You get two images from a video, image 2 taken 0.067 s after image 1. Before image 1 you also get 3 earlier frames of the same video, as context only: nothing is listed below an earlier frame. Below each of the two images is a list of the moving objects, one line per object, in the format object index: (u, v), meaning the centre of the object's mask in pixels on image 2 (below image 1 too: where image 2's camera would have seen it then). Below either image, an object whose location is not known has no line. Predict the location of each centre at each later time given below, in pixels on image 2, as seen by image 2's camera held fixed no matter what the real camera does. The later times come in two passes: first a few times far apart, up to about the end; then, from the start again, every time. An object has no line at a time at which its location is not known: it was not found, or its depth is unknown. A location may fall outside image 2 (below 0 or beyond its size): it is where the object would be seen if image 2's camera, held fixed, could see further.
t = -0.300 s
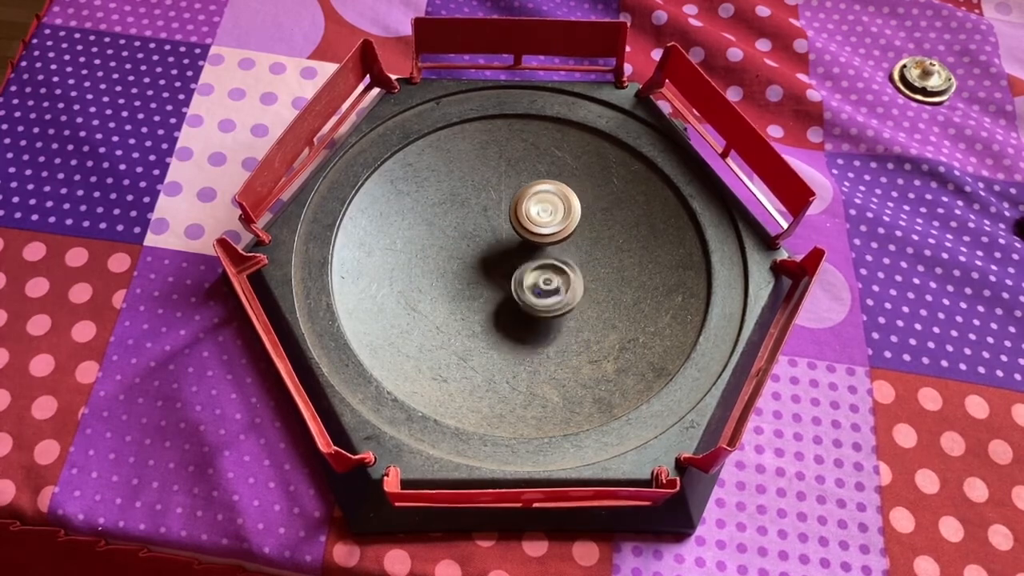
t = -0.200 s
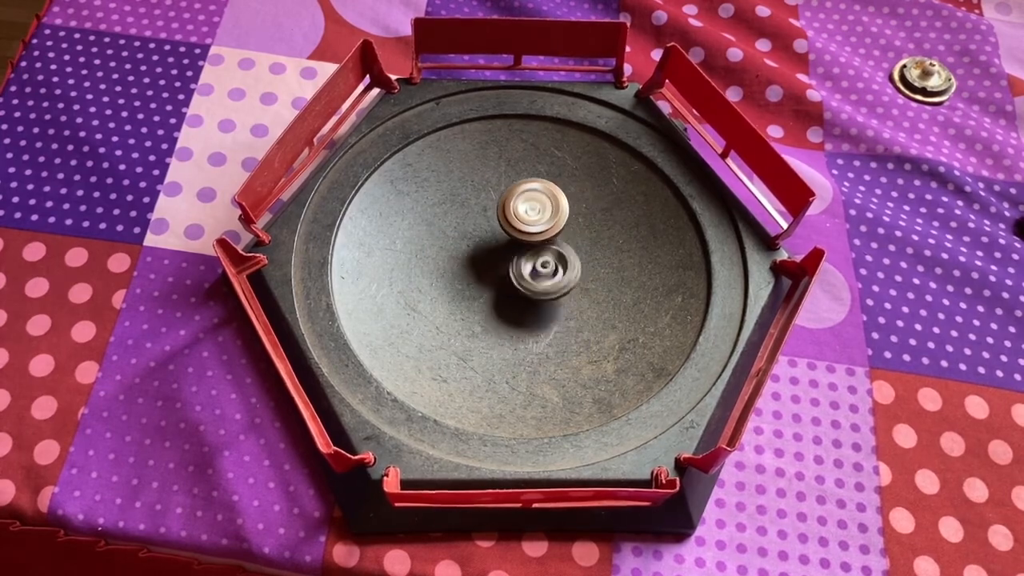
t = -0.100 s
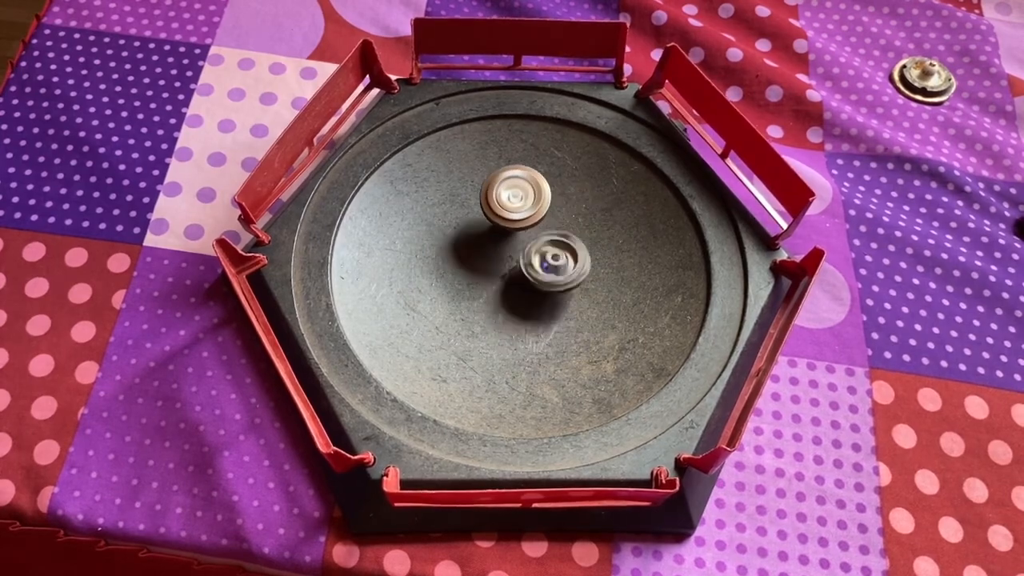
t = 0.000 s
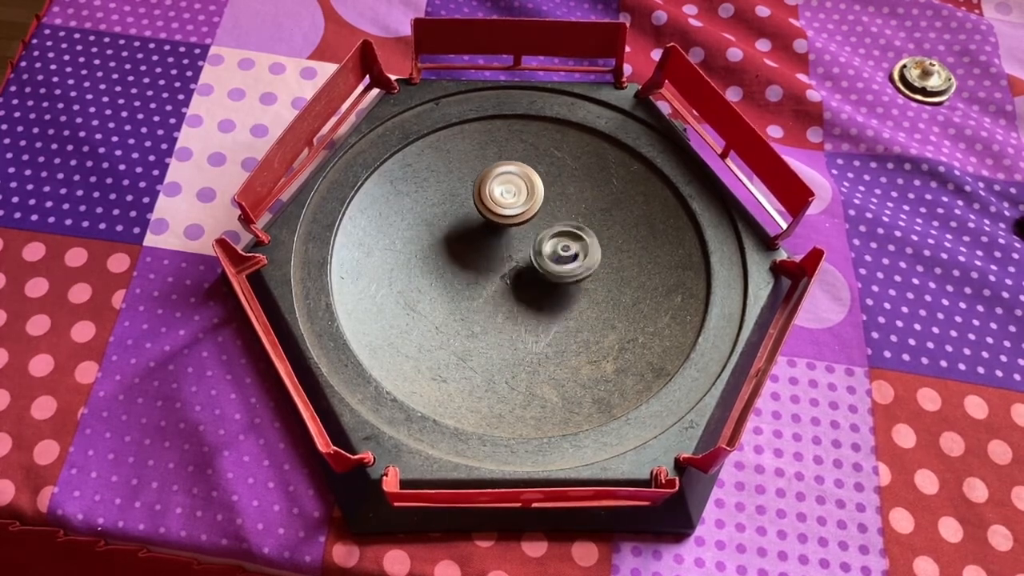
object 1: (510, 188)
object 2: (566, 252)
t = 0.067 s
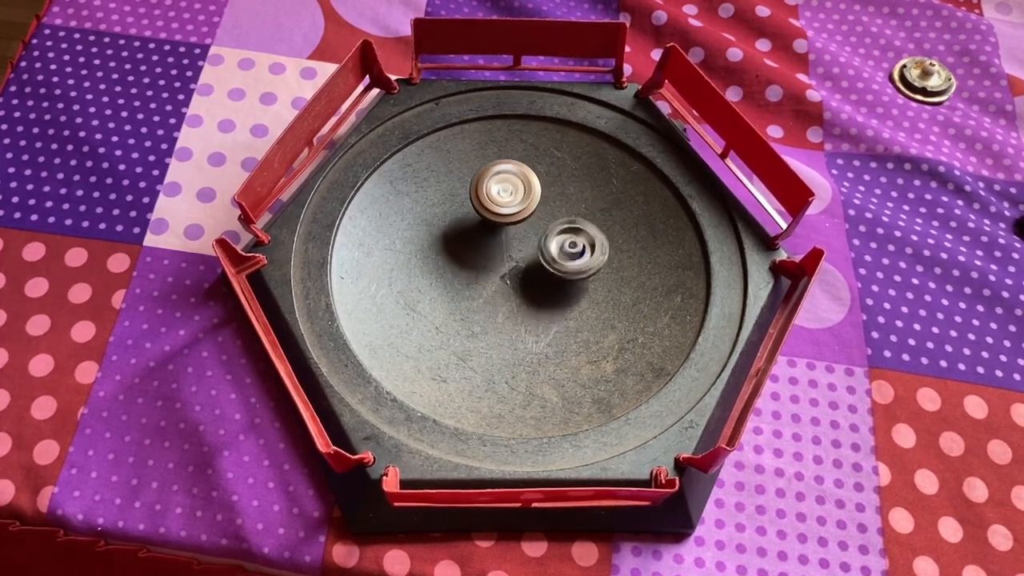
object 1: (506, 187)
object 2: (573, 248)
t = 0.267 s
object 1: (501, 191)
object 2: (580, 254)
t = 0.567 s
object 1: (486, 217)
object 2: (541, 251)
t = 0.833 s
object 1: (454, 241)
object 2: (528, 219)
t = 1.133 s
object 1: (463, 262)
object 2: (537, 222)
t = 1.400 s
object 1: (486, 284)
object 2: (523, 248)
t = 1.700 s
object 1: (522, 311)
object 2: (485, 272)
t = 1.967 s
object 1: (547, 313)
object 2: (474, 282)
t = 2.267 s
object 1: (574, 295)
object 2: (511, 280)
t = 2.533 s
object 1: (612, 268)
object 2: (546, 292)
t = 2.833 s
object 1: (621, 245)
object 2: (569, 298)
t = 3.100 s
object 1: (596, 218)
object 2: (561, 279)
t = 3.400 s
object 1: (563, 181)
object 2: (555, 250)
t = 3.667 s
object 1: (532, 163)
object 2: (551, 226)
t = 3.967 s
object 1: (499, 171)
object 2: (546, 222)
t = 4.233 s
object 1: (459, 206)
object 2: (526, 232)
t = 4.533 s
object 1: (422, 229)
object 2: (513, 251)
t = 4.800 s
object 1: (445, 264)
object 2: (517, 268)
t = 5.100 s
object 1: (493, 313)
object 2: (543, 279)
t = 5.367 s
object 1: (538, 334)
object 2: (562, 267)
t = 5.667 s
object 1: (579, 318)
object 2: (563, 250)
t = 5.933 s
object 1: (605, 281)
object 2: (544, 251)
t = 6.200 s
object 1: (616, 238)
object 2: (530, 262)
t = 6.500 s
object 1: (598, 201)
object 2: (540, 271)
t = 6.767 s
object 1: (560, 178)
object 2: (559, 267)
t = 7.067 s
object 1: (510, 168)
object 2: (565, 254)
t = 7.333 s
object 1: (473, 184)
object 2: (552, 250)
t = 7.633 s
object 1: (440, 222)
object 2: (532, 255)
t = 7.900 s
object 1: (435, 259)
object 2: (530, 262)
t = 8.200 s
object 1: (469, 298)
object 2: (543, 269)
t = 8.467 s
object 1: (521, 325)
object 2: (559, 265)
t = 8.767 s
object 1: (572, 323)
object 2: (561, 260)
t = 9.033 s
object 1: (606, 297)
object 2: (546, 254)
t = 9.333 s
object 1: (611, 252)
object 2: (535, 245)
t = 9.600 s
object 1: (599, 209)
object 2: (530, 247)
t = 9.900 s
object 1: (562, 177)
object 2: (530, 252)
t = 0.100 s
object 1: (506, 187)
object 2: (576, 248)
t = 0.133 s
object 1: (504, 187)
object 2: (579, 248)
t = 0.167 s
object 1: (503, 187)
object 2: (580, 249)
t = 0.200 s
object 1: (503, 188)
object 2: (582, 250)
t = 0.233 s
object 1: (502, 189)
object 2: (581, 252)
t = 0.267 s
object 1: (501, 191)
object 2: (580, 254)
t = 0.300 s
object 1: (500, 193)
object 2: (576, 255)
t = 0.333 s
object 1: (498, 195)
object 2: (574, 256)
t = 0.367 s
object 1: (497, 198)
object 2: (569, 257)
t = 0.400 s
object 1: (495, 201)
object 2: (564, 257)
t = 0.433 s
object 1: (493, 204)
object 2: (560, 257)
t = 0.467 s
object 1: (492, 207)
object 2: (555, 256)
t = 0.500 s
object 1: (490, 210)
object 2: (549, 254)
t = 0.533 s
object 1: (487, 215)
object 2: (545, 253)
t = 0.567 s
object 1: (486, 217)
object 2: (541, 251)
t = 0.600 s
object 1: (481, 222)
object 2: (539, 247)
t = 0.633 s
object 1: (473, 226)
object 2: (538, 243)
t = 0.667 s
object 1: (468, 229)
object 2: (536, 239)
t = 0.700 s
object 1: (463, 232)
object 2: (533, 234)
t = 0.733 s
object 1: (459, 236)
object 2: (531, 230)
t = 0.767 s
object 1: (458, 236)
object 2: (529, 226)
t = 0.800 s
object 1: (455, 240)
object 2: (529, 222)
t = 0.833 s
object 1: (454, 241)
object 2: (528, 219)
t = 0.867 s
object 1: (454, 243)
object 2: (529, 216)
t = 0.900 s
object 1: (453, 245)
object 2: (529, 214)
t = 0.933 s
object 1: (454, 246)
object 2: (530, 213)
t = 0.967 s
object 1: (455, 249)
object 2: (531, 213)
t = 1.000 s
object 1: (454, 252)
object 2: (533, 212)
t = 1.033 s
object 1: (457, 254)
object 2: (534, 213)
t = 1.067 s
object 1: (458, 256)
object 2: (536, 215)
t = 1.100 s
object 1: (460, 259)
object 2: (537, 219)
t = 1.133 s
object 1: (463, 262)
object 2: (537, 222)
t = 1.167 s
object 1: (464, 264)
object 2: (537, 226)
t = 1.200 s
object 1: (467, 267)
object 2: (536, 230)
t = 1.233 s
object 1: (470, 271)
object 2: (534, 235)
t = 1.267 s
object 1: (473, 273)
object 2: (532, 239)
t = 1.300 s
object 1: (476, 276)
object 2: (530, 243)
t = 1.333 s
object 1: (479, 279)
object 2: (528, 248)
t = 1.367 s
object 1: (482, 282)
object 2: (526, 247)
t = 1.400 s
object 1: (486, 284)
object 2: (523, 248)
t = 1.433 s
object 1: (490, 286)
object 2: (520, 250)
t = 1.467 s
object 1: (495, 289)
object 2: (519, 252)
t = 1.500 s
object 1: (500, 295)
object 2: (514, 253)
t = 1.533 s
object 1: (504, 299)
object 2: (509, 256)
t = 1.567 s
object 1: (507, 303)
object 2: (504, 258)
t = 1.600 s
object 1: (511, 305)
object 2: (499, 261)
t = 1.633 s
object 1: (515, 307)
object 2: (494, 265)
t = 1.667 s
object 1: (519, 309)
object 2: (489, 269)
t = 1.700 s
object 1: (522, 311)
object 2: (485, 272)
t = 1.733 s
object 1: (525, 312)
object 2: (482, 276)
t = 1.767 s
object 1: (530, 313)
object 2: (479, 279)
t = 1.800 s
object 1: (532, 314)
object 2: (477, 281)
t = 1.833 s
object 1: (535, 314)
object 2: (475, 283)
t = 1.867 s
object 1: (539, 315)
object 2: (474, 283)
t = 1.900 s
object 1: (542, 314)
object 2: (473, 283)
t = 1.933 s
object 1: (544, 314)
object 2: (474, 281)
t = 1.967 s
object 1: (547, 313)
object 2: (474, 282)
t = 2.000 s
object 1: (550, 312)
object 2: (476, 280)
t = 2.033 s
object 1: (554, 310)
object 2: (480, 280)
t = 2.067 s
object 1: (557, 309)
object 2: (483, 280)
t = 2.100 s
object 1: (560, 307)
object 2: (487, 279)
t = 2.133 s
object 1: (563, 305)
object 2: (493, 279)
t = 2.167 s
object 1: (565, 303)
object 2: (497, 279)
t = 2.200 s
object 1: (569, 300)
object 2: (502, 280)
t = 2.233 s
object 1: (571, 298)
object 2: (506, 279)
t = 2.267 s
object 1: (574, 295)
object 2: (511, 280)
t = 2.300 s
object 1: (577, 291)
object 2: (515, 280)
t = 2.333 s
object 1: (583, 288)
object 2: (519, 281)
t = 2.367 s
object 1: (588, 284)
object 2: (524, 281)
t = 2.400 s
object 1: (594, 280)
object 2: (528, 284)
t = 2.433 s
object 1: (599, 277)
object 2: (533, 286)
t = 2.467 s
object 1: (604, 274)
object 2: (538, 288)
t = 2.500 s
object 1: (607, 271)
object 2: (542, 289)
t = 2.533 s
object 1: (612, 268)
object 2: (546, 292)
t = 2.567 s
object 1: (615, 265)
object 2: (550, 293)
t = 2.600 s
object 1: (617, 263)
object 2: (554, 294)
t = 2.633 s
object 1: (620, 260)
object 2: (559, 296)
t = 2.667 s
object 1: (622, 257)
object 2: (561, 297)
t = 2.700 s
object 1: (623, 255)
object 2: (564, 297)
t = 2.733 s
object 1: (623, 253)
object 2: (566, 298)
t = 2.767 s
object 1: (622, 251)
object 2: (568, 298)
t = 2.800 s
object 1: (622, 248)
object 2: (569, 298)
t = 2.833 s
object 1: (621, 245)
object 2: (569, 298)
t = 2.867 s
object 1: (618, 243)
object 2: (569, 296)
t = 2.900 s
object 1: (615, 240)
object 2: (569, 296)
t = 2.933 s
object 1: (613, 237)
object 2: (568, 293)
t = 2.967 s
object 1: (609, 233)
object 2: (566, 292)
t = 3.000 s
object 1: (606, 230)
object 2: (565, 289)
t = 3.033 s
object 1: (602, 227)
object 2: (563, 286)
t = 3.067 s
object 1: (598, 222)
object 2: (562, 283)
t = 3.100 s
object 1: (596, 218)
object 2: (561, 279)
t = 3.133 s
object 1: (593, 213)
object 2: (560, 275)
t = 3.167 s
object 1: (589, 208)
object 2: (559, 274)
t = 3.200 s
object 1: (585, 203)
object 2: (559, 270)
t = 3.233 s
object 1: (582, 199)
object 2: (559, 266)
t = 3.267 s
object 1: (579, 194)
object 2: (558, 264)
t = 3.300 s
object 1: (575, 191)
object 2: (558, 260)
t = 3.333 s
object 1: (572, 187)
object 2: (557, 255)
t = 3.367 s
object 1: (568, 184)
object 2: (555, 253)
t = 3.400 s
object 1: (563, 181)
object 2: (555, 250)
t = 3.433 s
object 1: (560, 178)
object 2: (554, 245)
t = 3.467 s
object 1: (556, 175)
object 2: (551, 243)
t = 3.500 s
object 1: (552, 172)
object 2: (551, 240)
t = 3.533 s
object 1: (548, 170)
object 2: (550, 237)
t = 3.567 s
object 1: (544, 168)
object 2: (549, 234)
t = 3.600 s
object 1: (539, 166)
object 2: (549, 231)
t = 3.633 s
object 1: (535, 164)
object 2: (550, 229)
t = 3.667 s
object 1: (532, 163)
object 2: (551, 226)
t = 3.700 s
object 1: (530, 162)
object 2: (551, 225)
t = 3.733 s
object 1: (526, 161)
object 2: (550, 223)
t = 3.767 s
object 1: (523, 160)
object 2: (550, 221)
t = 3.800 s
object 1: (519, 160)
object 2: (550, 220)
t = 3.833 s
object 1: (516, 162)
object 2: (550, 219)
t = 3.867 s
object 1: (512, 164)
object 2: (549, 219)
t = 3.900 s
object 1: (508, 166)
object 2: (548, 220)
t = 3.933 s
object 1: (504, 168)
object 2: (547, 222)
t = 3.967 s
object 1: (499, 171)
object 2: (546, 222)
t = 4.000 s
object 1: (495, 175)
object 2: (543, 219)
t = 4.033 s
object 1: (491, 179)
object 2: (542, 222)
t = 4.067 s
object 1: (486, 183)
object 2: (540, 223)
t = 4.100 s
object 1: (480, 189)
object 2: (537, 224)
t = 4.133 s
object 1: (475, 193)
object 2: (536, 230)
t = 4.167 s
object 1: (470, 198)
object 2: (534, 230)
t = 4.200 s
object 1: (464, 201)
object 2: (529, 226)
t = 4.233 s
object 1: (459, 206)
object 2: (526, 232)
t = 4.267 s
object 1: (452, 210)
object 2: (524, 230)
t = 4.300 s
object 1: (447, 214)
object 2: (524, 235)
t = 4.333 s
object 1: (441, 218)
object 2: (520, 231)
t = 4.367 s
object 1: (436, 221)
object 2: (517, 240)
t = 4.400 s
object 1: (431, 223)
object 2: (516, 241)
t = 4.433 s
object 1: (427, 224)
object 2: (515, 240)
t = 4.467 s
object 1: (424, 227)
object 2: (514, 241)
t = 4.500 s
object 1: (422, 228)
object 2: (512, 244)
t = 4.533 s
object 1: (422, 229)
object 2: (513, 251)
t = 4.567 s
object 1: (422, 232)
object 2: (512, 254)
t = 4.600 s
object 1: (423, 235)
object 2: (511, 259)
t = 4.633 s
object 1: (426, 240)
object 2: (512, 257)
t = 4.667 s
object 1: (430, 244)
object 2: (514, 262)
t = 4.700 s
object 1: (432, 250)
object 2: (514, 259)
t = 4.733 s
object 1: (437, 254)
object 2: (515, 268)
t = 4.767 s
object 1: (441, 258)
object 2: (517, 272)
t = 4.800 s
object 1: (445, 264)
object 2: (517, 268)
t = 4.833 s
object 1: (448, 269)
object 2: (520, 273)
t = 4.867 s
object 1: (453, 275)
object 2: (525, 277)
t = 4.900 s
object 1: (457, 280)
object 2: (530, 279)
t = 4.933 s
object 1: (463, 286)
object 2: (531, 278)
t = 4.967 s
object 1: (468, 292)
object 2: (531, 278)
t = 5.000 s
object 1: (473, 298)
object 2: (533, 280)
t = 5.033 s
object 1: (479, 304)
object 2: (537, 280)
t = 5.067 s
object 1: (485, 309)
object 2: (541, 280)
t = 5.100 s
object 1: (493, 313)
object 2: (543, 279)
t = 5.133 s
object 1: (499, 318)
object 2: (544, 279)
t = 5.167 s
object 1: (504, 322)
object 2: (547, 278)
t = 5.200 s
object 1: (510, 325)
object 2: (551, 276)
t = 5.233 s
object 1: (516, 328)
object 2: (555, 274)
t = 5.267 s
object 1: (522, 331)
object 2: (558, 272)
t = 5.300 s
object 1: (528, 332)
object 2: (560, 270)
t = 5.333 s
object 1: (532, 334)
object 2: (561, 269)
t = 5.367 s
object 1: (538, 334)
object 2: (562, 267)
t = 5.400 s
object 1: (542, 335)
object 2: (564, 264)
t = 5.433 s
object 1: (547, 335)
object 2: (565, 260)
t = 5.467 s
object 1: (552, 334)
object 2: (565, 260)
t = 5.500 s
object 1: (557, 333)
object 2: (566, 258)
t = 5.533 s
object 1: (561, 331)
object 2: (567, 256)
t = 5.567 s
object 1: (567, 328)
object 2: (565, 253)
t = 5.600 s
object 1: (570, 325)
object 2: (564, 253)
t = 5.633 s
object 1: (575, 322)
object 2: (564, 253)
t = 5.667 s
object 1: (579, 318)
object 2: (563, 250)
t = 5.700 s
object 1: (583, 314)
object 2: (559, 249)
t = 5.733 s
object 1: (586, 310)
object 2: (557, 250)
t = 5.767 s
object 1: (589, 306)
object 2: (556, 251)
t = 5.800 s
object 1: (593, 302)
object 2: (554, 249)
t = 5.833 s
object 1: (597, 297)
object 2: (550, 248)
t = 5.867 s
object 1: (600, 292)
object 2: (546, 250)
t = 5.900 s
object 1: (603, 286)
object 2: (545, 252)
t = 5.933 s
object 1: (605, 281)
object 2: (544, 251)
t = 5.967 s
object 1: (606, 276)
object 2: (541, 251)
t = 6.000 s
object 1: (608, 271)
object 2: (537, 254)
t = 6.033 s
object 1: (612, 264)
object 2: (535, 257)
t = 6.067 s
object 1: (613, 259)
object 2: (534, 257)
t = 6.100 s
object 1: (614, 253)
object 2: (533, 256)
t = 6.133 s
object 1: (615, 248)
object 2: (530, 257)
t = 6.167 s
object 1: (616, 243)
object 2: (530, 260)
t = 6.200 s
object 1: (616, 238)
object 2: (530, 262)
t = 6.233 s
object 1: (616, 233)
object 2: (530, 261)
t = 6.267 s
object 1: (615, 229)
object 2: (529, 264)
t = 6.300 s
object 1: (614, 224)
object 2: (531, 267)
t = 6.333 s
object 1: (613, 220)
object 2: (533, 268)
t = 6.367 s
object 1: (611, 215)
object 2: (534, 268)
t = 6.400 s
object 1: (609, 212)
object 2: (537, 271)
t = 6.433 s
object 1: (605, 208)
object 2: (540, 271)
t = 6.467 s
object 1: (602, 204)
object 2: (540, 271)
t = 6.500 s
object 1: (598, 201)
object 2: (540, 271)
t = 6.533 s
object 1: (594, 197)
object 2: (541, 273)
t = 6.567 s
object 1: (590, 194)
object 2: (546, 274)
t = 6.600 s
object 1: (588, 190)
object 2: (551, 273)
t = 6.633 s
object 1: (584, 187)
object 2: (551, 272)
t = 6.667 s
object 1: (579, 184)
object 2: (549, 272)
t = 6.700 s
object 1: (574, 182)
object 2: (555, 272)
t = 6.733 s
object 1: (566, 179)
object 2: (558, 270)
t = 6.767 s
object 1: (560, 178)
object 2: (559, 267)
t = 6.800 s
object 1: (554, 176)
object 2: (560, 267)
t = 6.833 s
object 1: (549, 174)
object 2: (562, 266)
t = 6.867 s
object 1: (544, 172)
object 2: (563, 264)
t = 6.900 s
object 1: (538, 171)
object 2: (564, 261)
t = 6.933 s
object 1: (532, 170)
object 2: (564, 260)
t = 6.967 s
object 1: (527, 169)
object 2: (566, 258)
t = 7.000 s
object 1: (521, 168)
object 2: (567, 257)
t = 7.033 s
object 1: (516, 168)
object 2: (566, 254)
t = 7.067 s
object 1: (510, 168)
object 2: (565, 254)
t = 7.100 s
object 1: (506, 169)
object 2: (565, 254)
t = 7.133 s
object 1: (502, 169)
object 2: (565, 252)
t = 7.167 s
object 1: (497, 170)
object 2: (562, 250)
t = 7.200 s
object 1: (492, 173)
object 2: (561, 251)
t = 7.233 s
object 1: (487, 175)
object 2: (560, 251)
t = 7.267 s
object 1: (481, 178)
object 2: (558, 250)
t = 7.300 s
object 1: (479, 180)
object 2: (554, 249)
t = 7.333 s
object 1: (473, 184)
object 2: (552, 250)
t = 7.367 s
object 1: (470, 187)
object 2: (551, 250)
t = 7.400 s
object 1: (466, 190)
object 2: (549, 249)
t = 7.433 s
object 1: (462, 194)
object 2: (546, 249)
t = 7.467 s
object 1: (458, 198)
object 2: (541, 251)
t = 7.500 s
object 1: (453, 204)
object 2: (539, 252)
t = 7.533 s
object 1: (450, 207)
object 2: (539, 253)
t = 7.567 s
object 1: (446, 213)
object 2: (538, 252)
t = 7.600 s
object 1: (443, 218)
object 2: (535, 253)
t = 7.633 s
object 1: (440, 222)
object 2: (532, 255)
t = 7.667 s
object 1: (437, 227)
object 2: (533, 255)
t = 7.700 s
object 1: (435, 231)
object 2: (532, 254)
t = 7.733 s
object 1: (433, 236)
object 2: (529, 256)
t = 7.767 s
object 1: (433, 240)
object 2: (529, 258)
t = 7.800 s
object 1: (432, 245)
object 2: (530, 259)
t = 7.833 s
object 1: (433, 249)
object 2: (530, 260)
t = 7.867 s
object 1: (434, 254)
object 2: (530, 261)
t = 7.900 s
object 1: (435, 259)
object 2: (530, 262)
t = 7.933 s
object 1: (437, 264)
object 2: (530, 263)
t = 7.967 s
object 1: (439, 268)
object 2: (532, 263)
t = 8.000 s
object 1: (442, 272)
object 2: (534, 264)
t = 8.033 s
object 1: (446, 276)
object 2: (535, 265)
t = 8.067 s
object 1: (450, 281)
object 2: (537, 267)
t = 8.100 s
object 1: (454, 285)
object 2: (541, 268)
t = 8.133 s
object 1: (459, 289)
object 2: (543, 268)
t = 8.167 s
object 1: (464, 294)
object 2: (543, 267)
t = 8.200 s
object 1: (469, 298)
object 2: (543, 269)
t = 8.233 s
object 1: (475, 302)
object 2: (544, 270)
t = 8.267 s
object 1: (480, 306)
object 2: (548, 270)
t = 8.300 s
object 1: (488, 311)
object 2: (550, 270)
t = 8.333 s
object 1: (493, 314)
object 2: (552, 268)
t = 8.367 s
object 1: (500, 317)
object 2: (553, 268)
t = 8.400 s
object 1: (507, 320)
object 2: (555, 268)
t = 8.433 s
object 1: (514, 322)
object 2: (558, 266)
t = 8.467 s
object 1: (521, 325)
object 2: (559, 265)
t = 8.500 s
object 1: (527, 327)
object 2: (560, 265)
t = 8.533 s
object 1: (533, 328)
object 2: (562, 264)
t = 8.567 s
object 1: (539, 329)
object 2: (564, 263)
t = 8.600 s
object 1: (546, 329)
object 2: (563, 261)
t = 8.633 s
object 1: (552, 329)
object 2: (563, 262)
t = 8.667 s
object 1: (557, 328)
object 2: (564, 262)
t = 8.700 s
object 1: (562, 327)
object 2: (563, 261)
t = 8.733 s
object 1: (567, 325)
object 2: (562, 260)
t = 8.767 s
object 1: (572, 323)
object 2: (561, 260)
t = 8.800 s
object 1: (578, 321)
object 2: (560, 260)
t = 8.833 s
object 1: (584, 318)
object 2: (558, 259)
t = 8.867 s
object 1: (587, 315)
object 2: (557, 259)
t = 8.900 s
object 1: (592, 312)
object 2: (554, 258)
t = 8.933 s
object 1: (594, 309)
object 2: (552, 257)
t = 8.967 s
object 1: (600, 305)
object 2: (549, 257)
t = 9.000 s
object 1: (601, 301)
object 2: (547, 255)
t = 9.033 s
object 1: (606, 297)
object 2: (546, 254)
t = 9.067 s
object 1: (607, 293)
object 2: (543, 253)
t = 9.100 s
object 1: (611, 288)
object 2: (541, 252)
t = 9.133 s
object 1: (612, 283)
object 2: (539, 252)
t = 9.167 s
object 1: (613, 278)
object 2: (537, 250)
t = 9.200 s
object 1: (613, 274)
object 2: (536, 248)
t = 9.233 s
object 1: (613, 269)
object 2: (536, 247)
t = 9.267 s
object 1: (613, 263)
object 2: (535, 246)
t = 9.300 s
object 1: (612, 257)
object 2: (535, 246)
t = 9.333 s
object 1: (611, 252)
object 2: (535, 245)
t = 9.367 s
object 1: (611, 247)
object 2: (534, 244)
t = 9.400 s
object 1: (610, 241)
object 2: (533, 244)
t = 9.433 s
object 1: (609, 235)
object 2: (532, 245)
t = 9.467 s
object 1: (607, 230)
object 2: (532, 245)
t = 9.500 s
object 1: (605, 224)
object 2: (531, 245)
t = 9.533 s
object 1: (603, 218)
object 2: (531, 245)
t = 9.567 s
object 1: (601, 213)
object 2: (530, 246)
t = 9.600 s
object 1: (599, 209)
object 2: (530, 247)
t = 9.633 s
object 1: (597, 204)
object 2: (530, 247)
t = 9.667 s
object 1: (593, 200)
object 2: (530, 246)
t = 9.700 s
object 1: (590, 196)
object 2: (530, 247)
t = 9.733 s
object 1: (586, 192)
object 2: (529, 249)
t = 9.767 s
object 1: (582, 189)
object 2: (530, 250)
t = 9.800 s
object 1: (577, 186)
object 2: (530, 250)
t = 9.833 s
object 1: (572, 182)
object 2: (530, 249)
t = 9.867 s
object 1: (567, 180)
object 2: (529, 250)
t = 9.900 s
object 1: (562, 177)
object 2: (530, 252)
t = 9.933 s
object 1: (557, 176)
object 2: (532, 252)
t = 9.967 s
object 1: (551, 174)
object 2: (533, 250)
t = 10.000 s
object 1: (545, 173)
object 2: (531, 250)
